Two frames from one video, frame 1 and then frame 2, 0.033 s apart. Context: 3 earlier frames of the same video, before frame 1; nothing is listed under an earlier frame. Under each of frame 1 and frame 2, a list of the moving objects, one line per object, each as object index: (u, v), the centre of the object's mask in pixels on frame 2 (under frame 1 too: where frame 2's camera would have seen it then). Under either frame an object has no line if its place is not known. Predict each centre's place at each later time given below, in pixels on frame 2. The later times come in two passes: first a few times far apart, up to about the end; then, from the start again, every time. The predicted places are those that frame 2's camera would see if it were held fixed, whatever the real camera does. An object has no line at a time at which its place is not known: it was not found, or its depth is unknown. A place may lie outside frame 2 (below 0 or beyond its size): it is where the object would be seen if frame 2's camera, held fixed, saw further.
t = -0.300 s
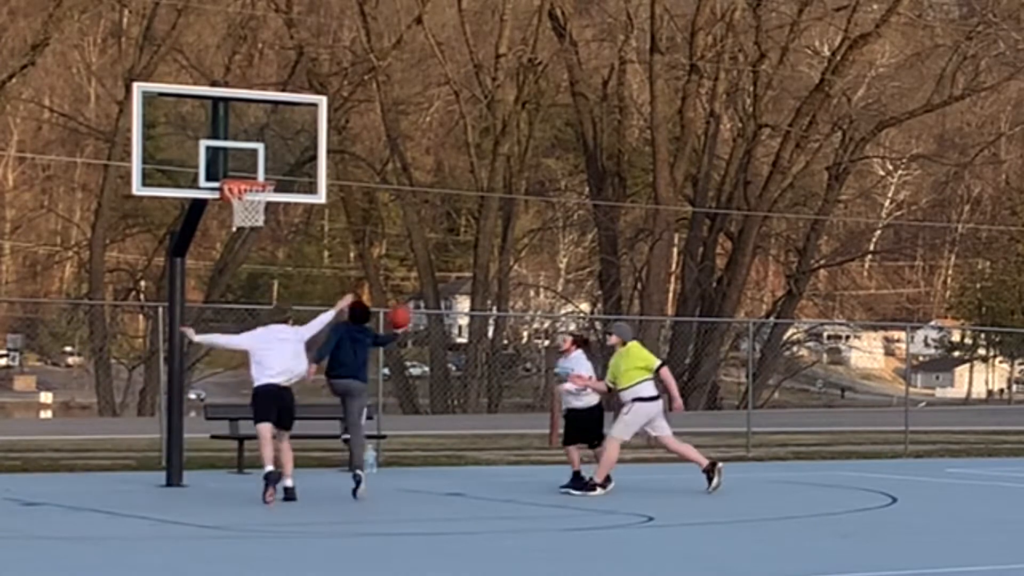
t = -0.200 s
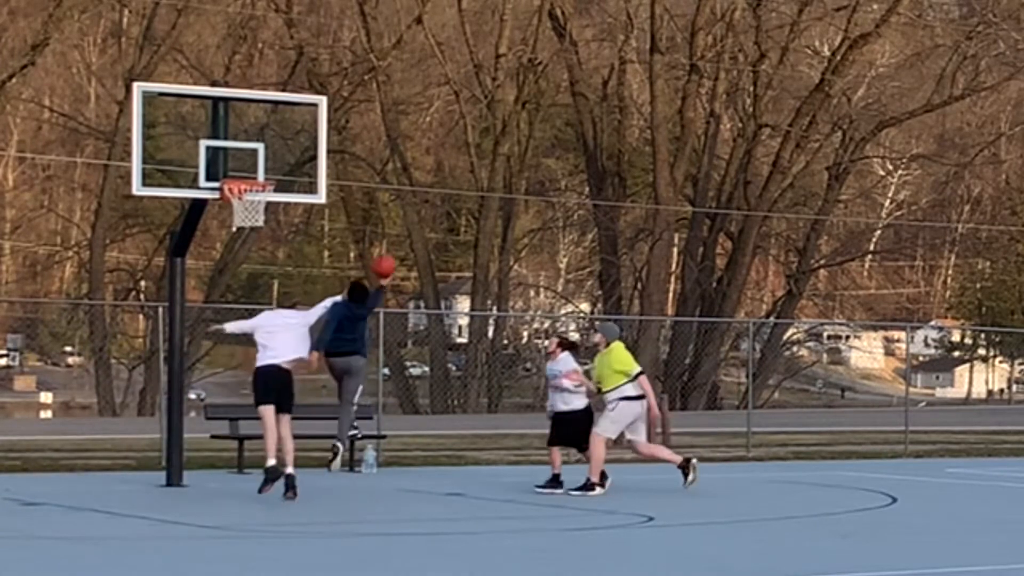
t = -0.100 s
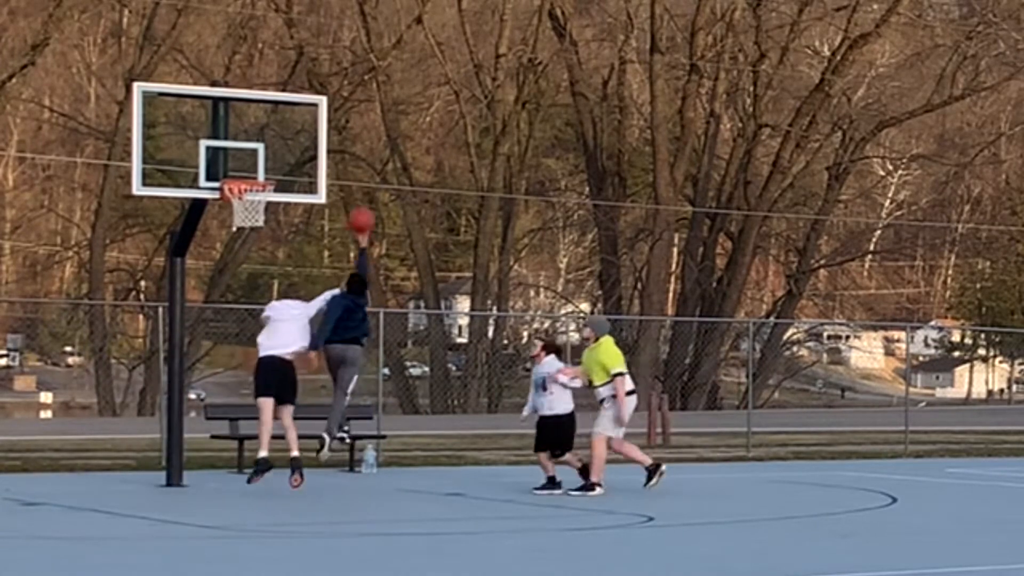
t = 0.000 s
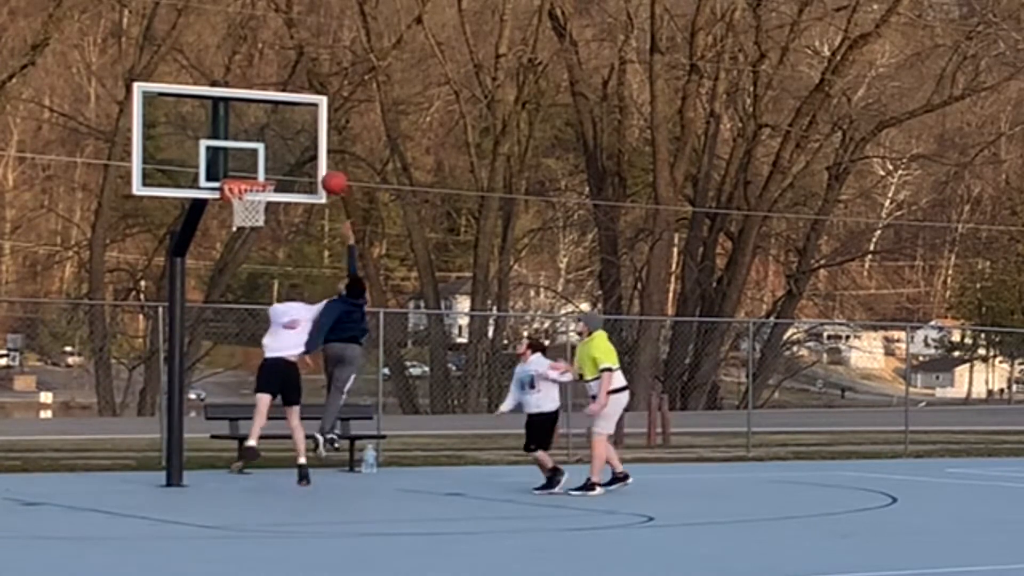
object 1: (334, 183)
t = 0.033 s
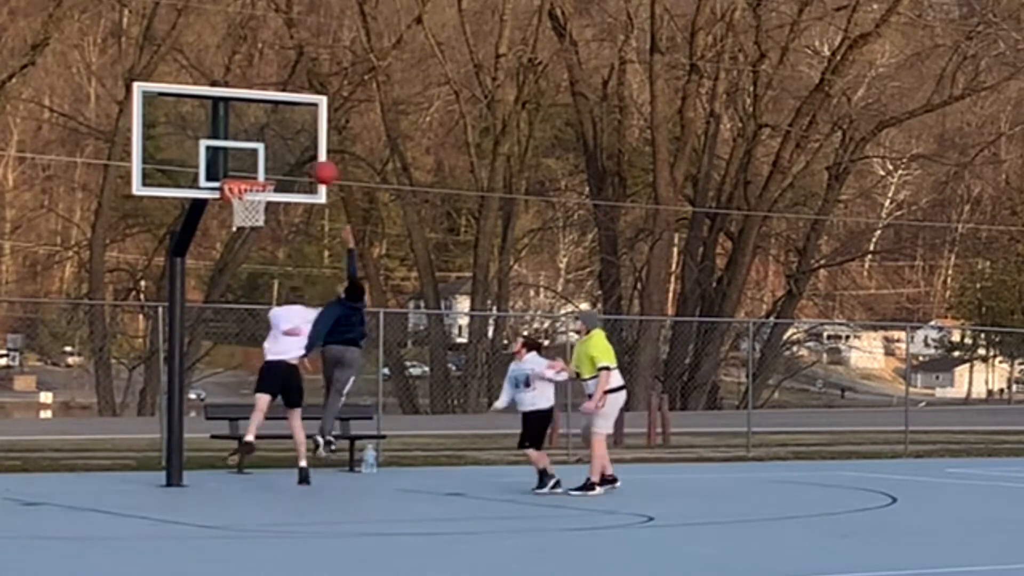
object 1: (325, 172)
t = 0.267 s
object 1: (279, 136)
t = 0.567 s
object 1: (265, 167)
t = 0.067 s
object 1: (316, 164)
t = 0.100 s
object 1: (307, 157)
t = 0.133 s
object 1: (298, 150)
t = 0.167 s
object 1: (288, 144)
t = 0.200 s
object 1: (283, 141)
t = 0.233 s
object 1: (279, 137)
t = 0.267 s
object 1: (279, 136)
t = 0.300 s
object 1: (277, 135)
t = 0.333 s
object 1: (276, 136)
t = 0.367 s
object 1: (275, 136)
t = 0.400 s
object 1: (273, 138)
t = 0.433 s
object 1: (271, 141)
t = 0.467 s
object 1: (269, 147)
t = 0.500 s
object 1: (268, 153)
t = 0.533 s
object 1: (266, 160)
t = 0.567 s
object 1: (265, 167)
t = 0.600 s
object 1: (262, 177)
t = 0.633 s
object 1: (260, 187)
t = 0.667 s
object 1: (258, 199)
